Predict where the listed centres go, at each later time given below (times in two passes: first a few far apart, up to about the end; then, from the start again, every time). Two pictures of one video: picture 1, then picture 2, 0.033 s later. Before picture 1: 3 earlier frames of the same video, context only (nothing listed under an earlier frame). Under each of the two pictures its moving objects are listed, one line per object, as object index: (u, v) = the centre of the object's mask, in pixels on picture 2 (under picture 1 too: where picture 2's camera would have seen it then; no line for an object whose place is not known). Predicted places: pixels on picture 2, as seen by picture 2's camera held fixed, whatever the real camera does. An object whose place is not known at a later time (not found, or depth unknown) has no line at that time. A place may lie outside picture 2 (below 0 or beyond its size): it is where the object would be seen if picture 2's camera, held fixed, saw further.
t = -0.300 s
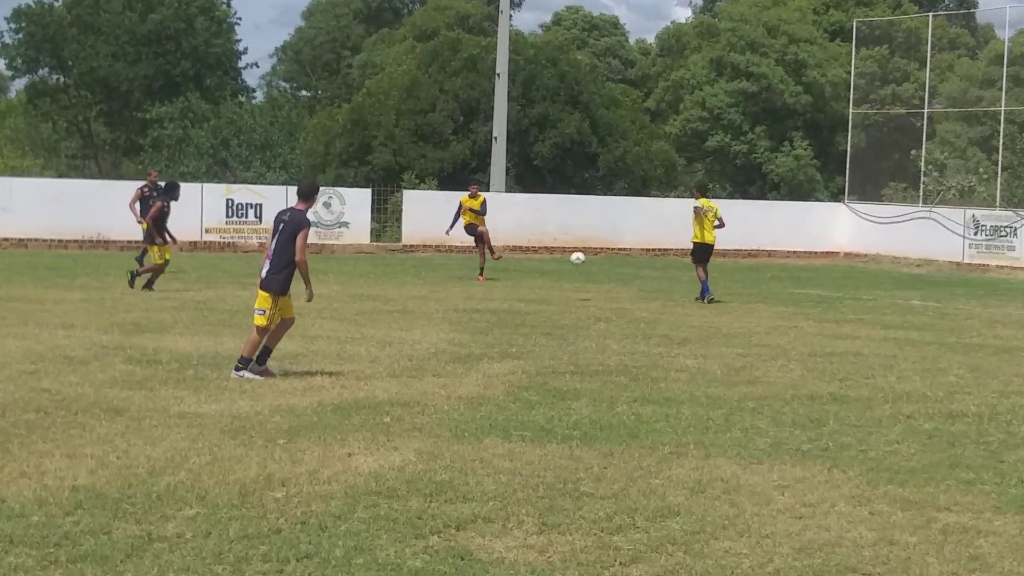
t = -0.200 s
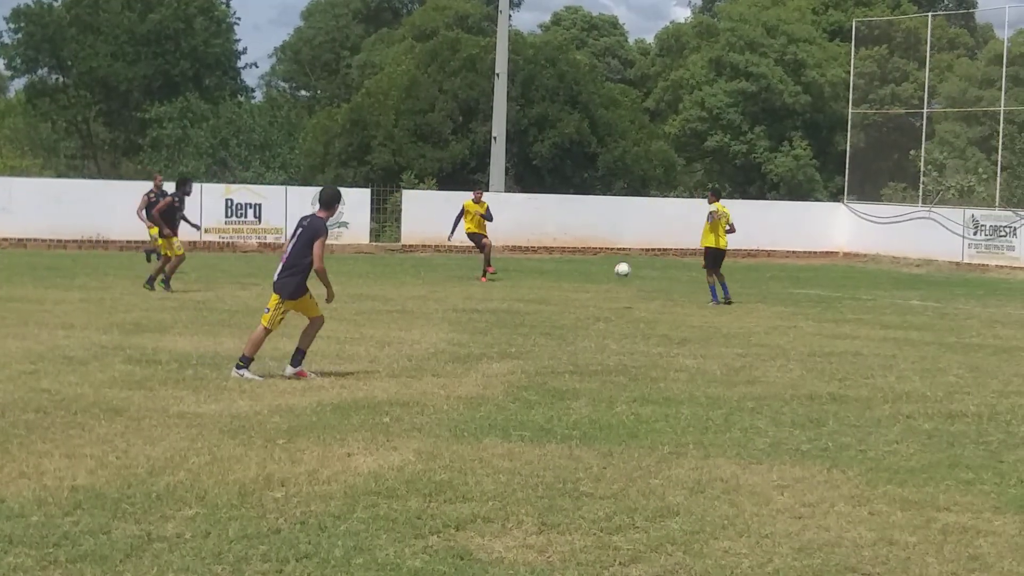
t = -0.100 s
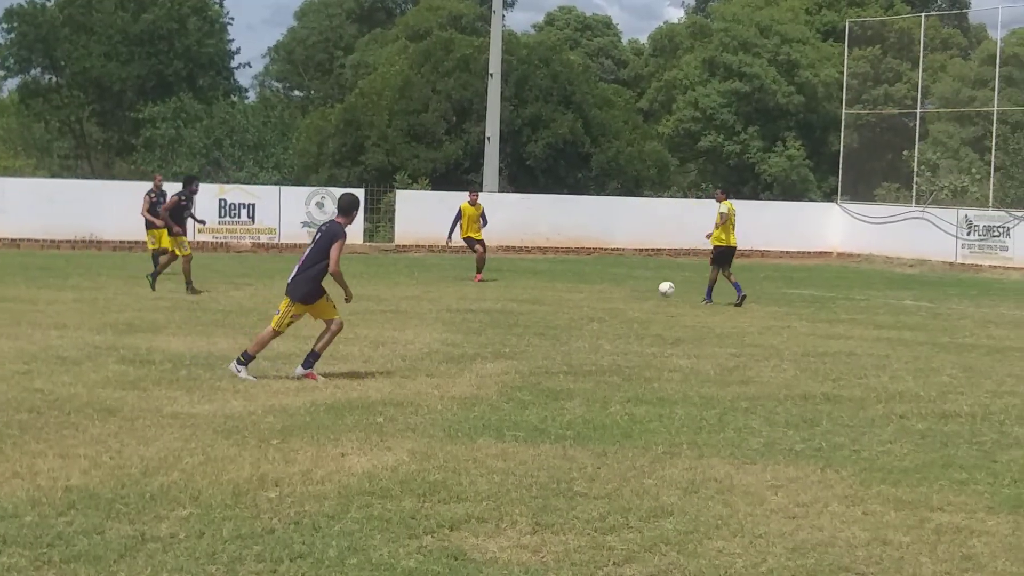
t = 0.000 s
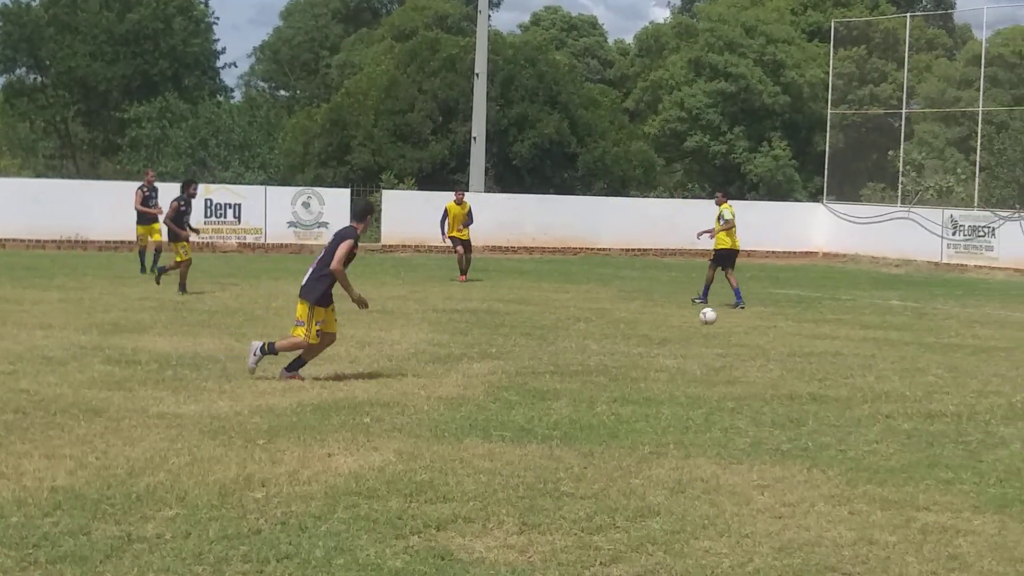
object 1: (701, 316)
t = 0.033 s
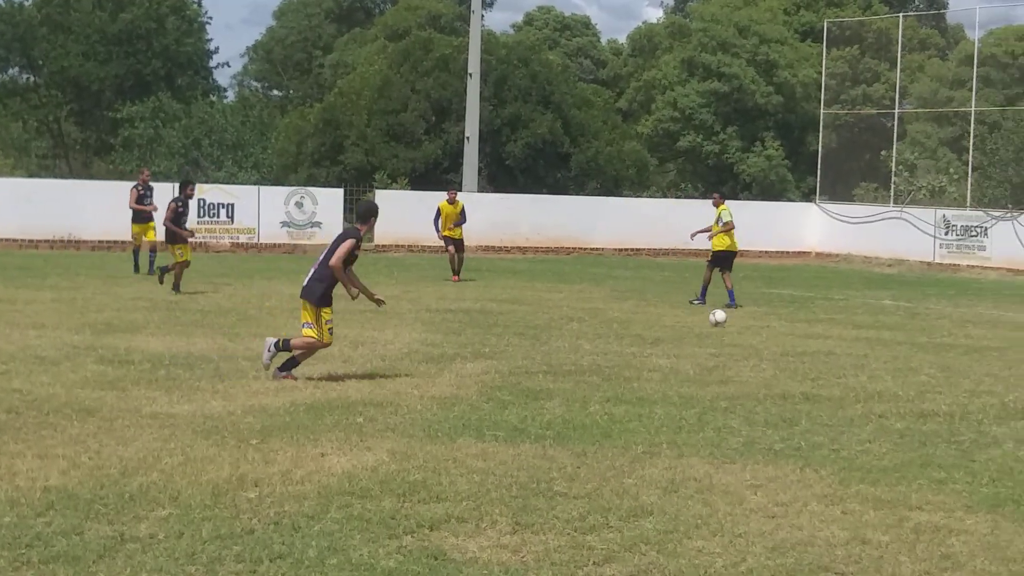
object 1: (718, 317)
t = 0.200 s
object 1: (796, 306)
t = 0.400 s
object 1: (904, 331)
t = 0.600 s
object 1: (1011, 345)
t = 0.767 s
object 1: (1099, 360)
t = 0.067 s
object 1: (733, 314)
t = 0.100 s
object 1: (748, 310)
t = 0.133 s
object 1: (764, 308)
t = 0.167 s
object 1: (780, 306)
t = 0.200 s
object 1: (796, 306)
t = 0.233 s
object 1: (814, 307)
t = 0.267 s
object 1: (831, 310)
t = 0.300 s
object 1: (849, 313)
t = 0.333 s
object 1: (867, 318)
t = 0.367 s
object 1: (885, 324)
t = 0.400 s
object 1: (904, 331)
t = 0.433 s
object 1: (923, 340)
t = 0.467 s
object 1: (943, 350)
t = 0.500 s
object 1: (961, 351)
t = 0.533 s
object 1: (977, 348)
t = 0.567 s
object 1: (994, 346)
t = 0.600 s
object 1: (1011, 345)
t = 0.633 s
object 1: (1029, 345)
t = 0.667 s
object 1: (1046, 347)
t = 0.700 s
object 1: (1064, 350)
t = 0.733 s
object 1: (1083, 355)
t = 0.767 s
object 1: (1099, 360)
